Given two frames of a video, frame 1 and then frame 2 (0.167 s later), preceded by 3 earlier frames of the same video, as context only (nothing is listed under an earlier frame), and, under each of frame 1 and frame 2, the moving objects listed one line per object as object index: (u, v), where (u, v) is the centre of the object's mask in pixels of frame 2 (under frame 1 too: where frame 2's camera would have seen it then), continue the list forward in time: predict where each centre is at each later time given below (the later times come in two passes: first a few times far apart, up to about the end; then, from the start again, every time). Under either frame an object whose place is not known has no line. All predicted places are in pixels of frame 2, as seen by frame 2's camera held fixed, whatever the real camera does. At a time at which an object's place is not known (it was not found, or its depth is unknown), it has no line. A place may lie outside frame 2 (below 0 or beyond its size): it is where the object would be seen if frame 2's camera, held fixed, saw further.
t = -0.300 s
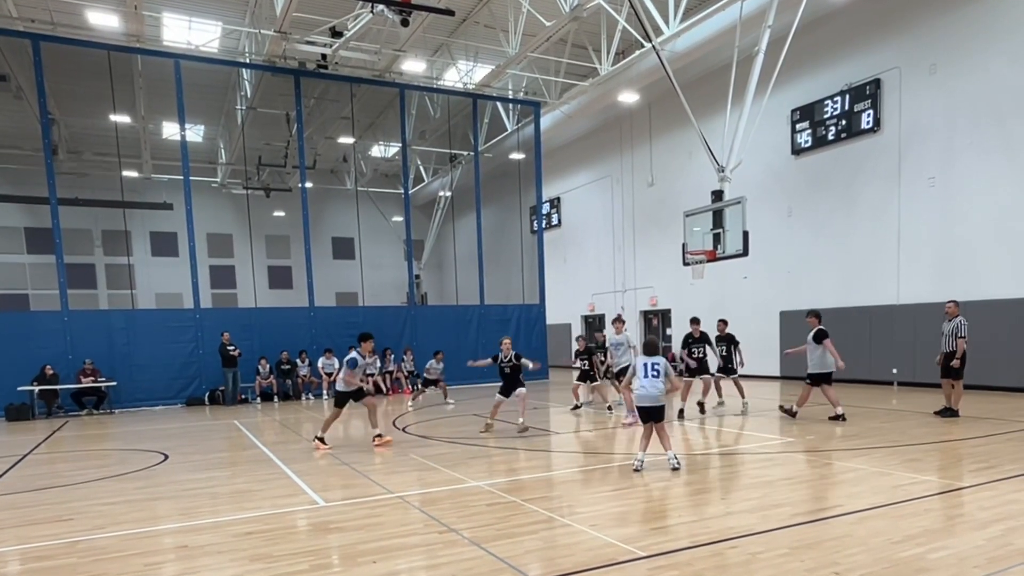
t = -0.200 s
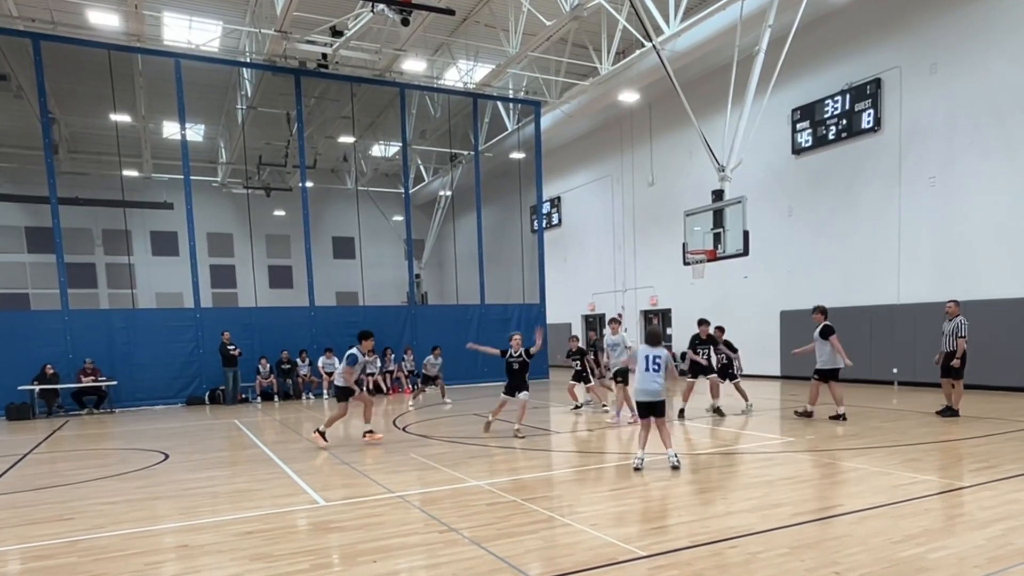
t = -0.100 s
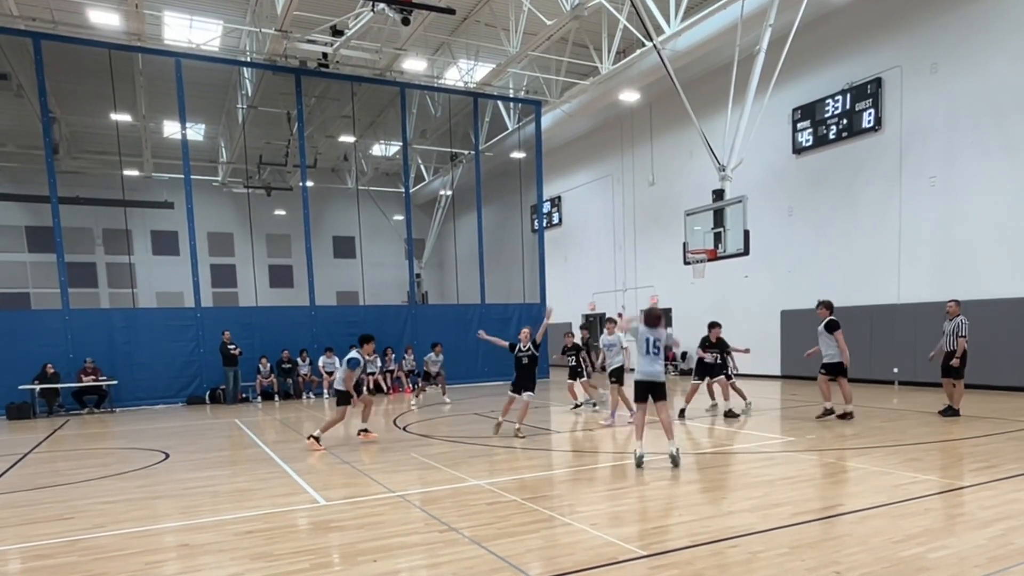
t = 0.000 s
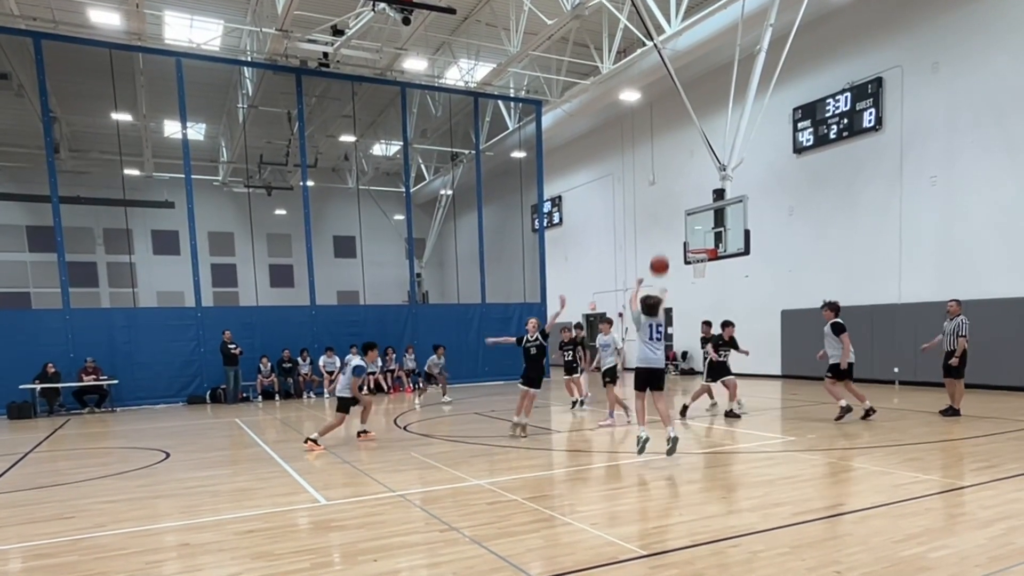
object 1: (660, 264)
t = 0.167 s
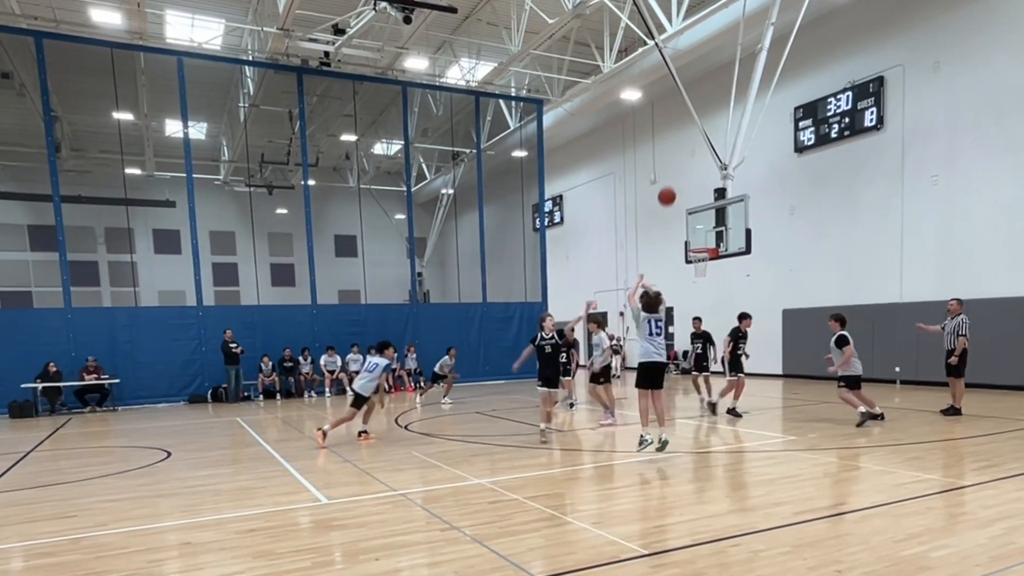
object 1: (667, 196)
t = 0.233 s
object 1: (669, 178)
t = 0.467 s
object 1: (676, 144)
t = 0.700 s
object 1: (683, 149)
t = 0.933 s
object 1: (689, 183)
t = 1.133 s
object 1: (693, 230)
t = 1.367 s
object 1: (712, 213)
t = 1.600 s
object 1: (738, 188)
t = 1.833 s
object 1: (766, 191)
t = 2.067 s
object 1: (795, 224)
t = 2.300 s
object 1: (825, 291)
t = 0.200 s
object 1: (668, 187)
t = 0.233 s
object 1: (669, 178)
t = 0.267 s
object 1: (670, 170)
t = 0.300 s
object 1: (671, 163)
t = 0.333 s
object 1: (672, 158)
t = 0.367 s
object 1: (673, 153)
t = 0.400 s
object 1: (675, 149)
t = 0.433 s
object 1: (676, 146)
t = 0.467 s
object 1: (676, 144)
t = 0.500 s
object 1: (678, 143)
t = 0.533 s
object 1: (679, 142)
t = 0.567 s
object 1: (679, 143)
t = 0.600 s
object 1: (680, 143)
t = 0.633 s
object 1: (681, 145)
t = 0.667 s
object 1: (682, 147)
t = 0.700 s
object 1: (683, 149)
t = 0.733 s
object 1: (684, 152)
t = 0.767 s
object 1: (685, 156)
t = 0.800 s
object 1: (686, 161)
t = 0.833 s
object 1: (686, 166)
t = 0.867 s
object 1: (687, 171)
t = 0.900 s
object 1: (688, 177)
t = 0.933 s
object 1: (689, 183)
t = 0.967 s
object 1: (690, 190)
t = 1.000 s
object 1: (691, 197)
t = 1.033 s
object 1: (691, 205)
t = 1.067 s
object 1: (692, 213)
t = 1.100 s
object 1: (692, 221)
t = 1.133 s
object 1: (693, 230)
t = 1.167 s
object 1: (694, 239)
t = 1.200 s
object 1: (695, 246)
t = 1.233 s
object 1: (699, 238)
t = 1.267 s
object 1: (702, 231)
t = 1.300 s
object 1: (705, 224)
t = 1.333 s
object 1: (709, 218)
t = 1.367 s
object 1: (712, 213)
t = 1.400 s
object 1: (716, 208)
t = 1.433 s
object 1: (720, 202)
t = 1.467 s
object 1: (723, 199)
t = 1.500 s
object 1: (727, 195)
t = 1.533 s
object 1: (731, 192)
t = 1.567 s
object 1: (734, 189)
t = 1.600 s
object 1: (738, 188)
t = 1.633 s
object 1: (742, 186)
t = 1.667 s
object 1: (746, 185)
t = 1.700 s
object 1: (750, 185)
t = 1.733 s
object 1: (754, 186)
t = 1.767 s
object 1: (758, 187)
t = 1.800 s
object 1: (762, 188)
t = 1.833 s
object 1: (766, 191)
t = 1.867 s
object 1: (770, 193)
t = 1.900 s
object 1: (774, 197)
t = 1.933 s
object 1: (778, 201)
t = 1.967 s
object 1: (782, 206)
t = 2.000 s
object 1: (787, 211)
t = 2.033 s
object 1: (791, 218)
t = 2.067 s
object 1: (795, 224)
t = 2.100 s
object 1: (800, 232)
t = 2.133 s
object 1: (804, 240)
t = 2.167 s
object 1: (808, 249)
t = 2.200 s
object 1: (813, 259)
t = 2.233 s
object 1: (817, 269)
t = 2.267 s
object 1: (821, 280)
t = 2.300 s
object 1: (825, 291)
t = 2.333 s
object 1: (830, 303)
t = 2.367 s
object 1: (834, 318)
